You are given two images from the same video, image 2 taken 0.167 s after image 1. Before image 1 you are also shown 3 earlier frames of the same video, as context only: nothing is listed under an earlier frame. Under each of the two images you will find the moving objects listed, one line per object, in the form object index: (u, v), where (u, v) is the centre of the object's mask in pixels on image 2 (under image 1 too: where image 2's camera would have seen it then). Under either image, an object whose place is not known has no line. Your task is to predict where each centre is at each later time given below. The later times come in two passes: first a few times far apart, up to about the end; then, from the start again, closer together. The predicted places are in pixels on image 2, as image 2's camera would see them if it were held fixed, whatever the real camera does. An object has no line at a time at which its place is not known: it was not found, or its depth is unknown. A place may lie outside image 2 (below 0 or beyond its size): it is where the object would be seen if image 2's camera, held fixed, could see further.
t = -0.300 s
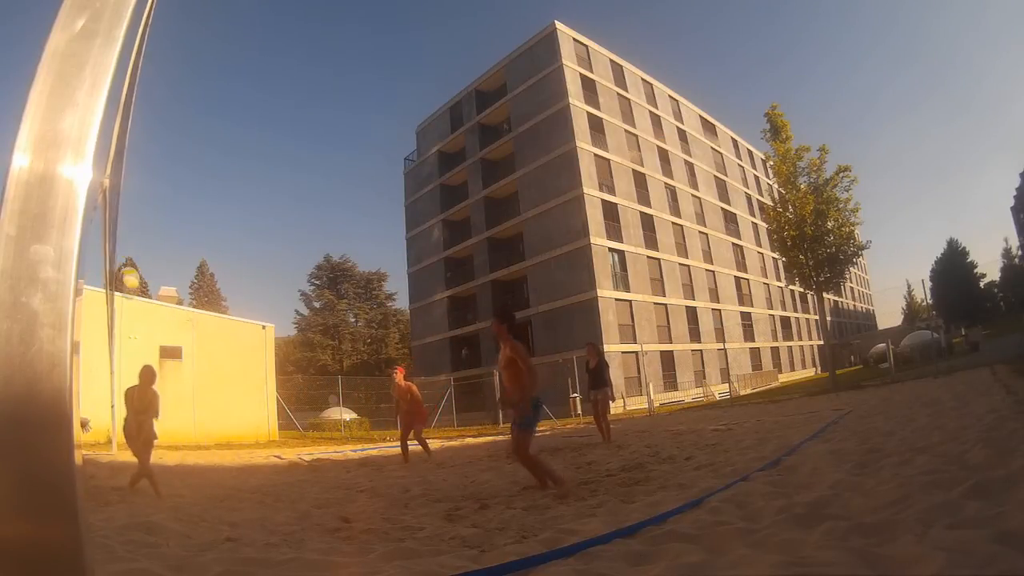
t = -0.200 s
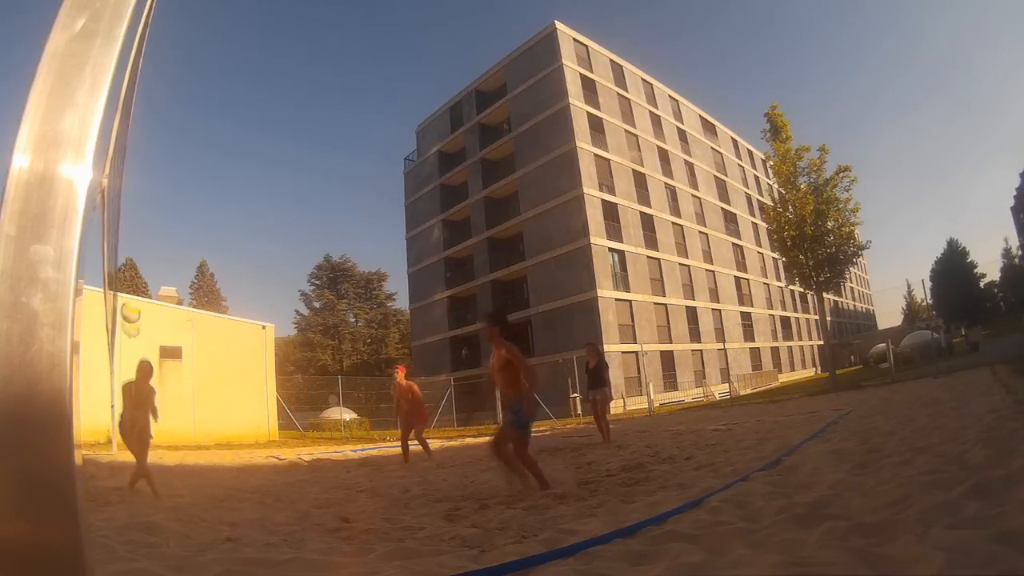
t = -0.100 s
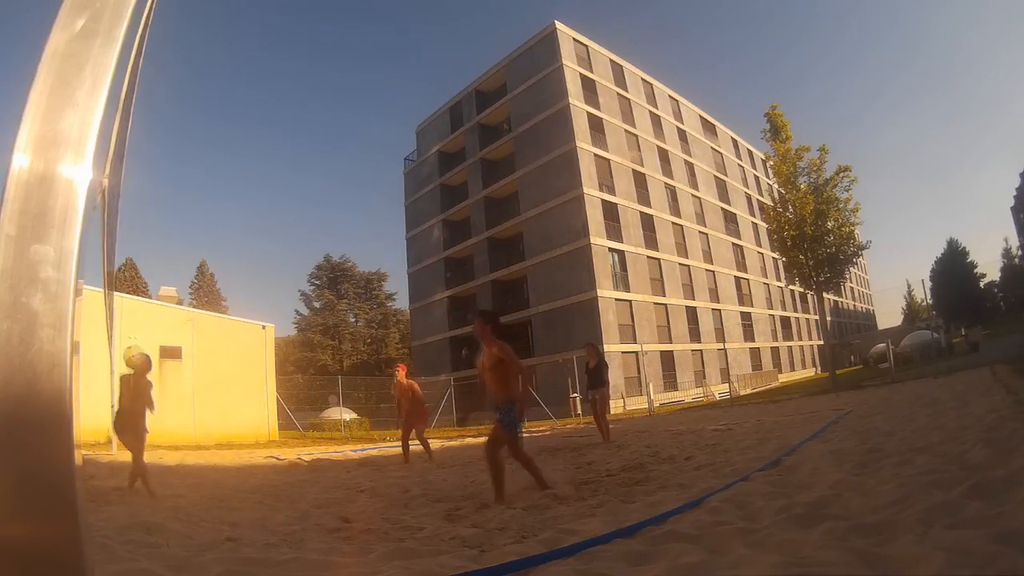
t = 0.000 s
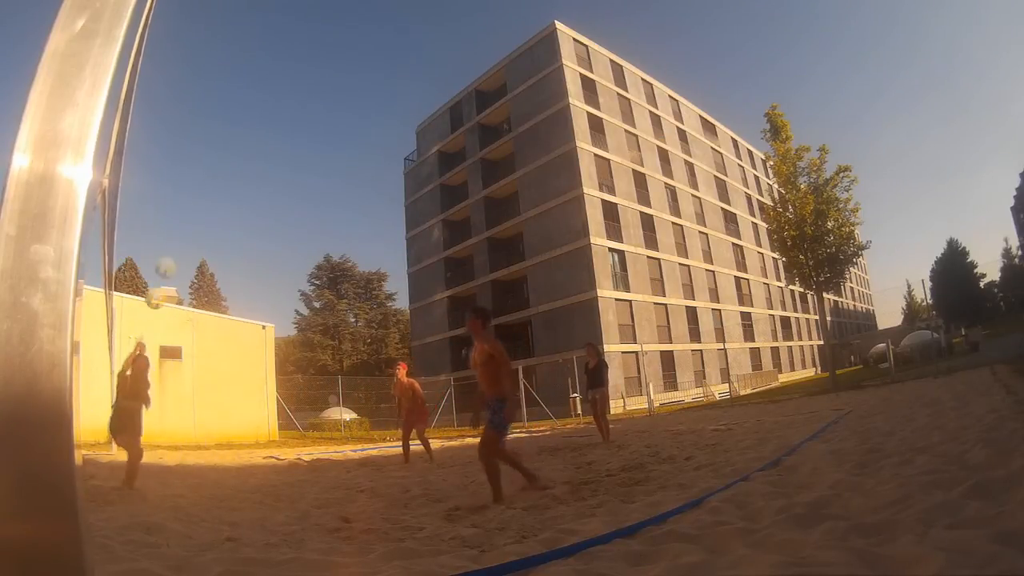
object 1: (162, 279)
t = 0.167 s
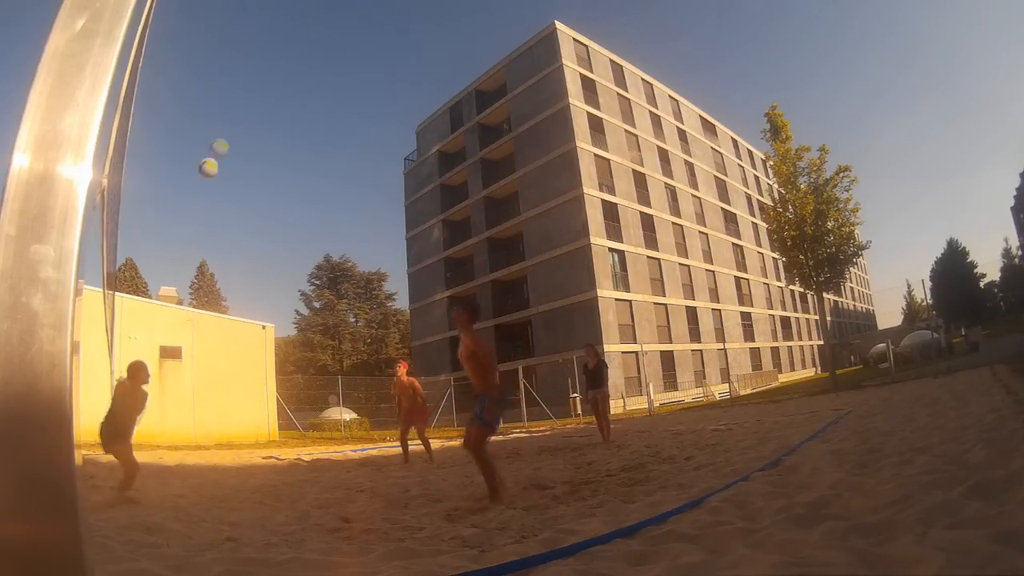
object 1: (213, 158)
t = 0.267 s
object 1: (244, 107)
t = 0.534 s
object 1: (309, 35)
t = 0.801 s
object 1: (359, 18)
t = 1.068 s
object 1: (402, 40)
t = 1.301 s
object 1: (439, 92)
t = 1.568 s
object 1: (484, 194)
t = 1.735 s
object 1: (513, 285)
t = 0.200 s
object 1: (224, 140)
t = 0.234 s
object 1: (234, 123)
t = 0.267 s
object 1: (244, 107)
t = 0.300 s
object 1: (253, 94)
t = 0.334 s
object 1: (263, 82)
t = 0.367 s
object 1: (271, 71)
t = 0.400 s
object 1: (280, 62)
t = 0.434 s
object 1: (287, 53)
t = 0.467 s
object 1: (295, 46)
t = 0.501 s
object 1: (302, 40)
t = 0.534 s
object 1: (309, 35)
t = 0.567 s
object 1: (316, 30)
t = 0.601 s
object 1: (324, 26)
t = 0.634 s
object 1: (329, 24)
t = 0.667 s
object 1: (336, 21)
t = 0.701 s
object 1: (342, 19)
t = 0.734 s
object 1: (348, 18)
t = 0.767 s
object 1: (354, 18)
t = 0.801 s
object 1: (359, 18)
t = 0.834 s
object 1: (364, 19)
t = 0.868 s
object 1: (370, 20)
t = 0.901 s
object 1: (376, 22)
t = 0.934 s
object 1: (381, 24)
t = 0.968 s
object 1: (386, 28)
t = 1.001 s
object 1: (391, 31)
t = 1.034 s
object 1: (397, 35)
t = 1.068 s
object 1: (402, 40)
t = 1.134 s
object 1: (413, 52)
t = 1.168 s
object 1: (419, 59)
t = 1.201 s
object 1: (424, 67)
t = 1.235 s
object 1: (429, 74)
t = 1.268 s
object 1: (434, 83)
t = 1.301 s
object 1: (439, 92)
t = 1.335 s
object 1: (445, 103)
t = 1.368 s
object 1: (451, 115)
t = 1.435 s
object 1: (461, 139)
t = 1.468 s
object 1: (466, 151)
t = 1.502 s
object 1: (472, 164)
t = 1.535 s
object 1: (479, 179)
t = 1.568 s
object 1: (484, 194)
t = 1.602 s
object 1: (489, 211)
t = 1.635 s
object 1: (496, 229)
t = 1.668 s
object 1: (501, 246)
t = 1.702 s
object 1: (507, 264)
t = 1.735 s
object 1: (513, 285)
